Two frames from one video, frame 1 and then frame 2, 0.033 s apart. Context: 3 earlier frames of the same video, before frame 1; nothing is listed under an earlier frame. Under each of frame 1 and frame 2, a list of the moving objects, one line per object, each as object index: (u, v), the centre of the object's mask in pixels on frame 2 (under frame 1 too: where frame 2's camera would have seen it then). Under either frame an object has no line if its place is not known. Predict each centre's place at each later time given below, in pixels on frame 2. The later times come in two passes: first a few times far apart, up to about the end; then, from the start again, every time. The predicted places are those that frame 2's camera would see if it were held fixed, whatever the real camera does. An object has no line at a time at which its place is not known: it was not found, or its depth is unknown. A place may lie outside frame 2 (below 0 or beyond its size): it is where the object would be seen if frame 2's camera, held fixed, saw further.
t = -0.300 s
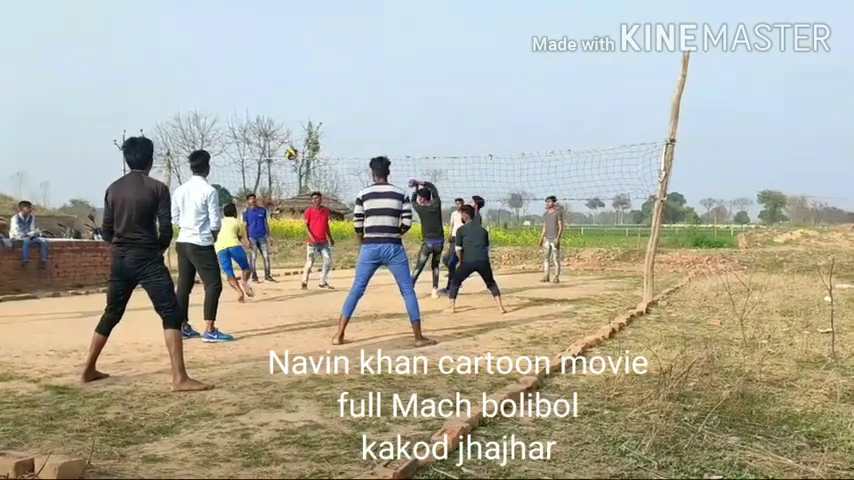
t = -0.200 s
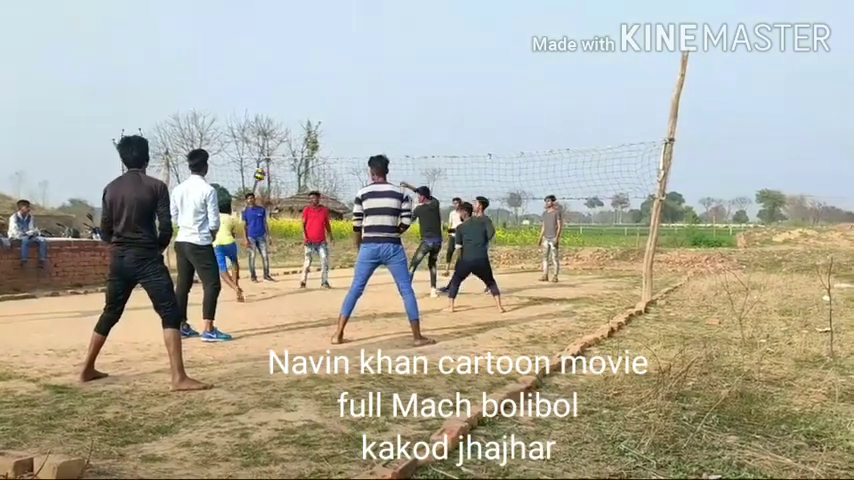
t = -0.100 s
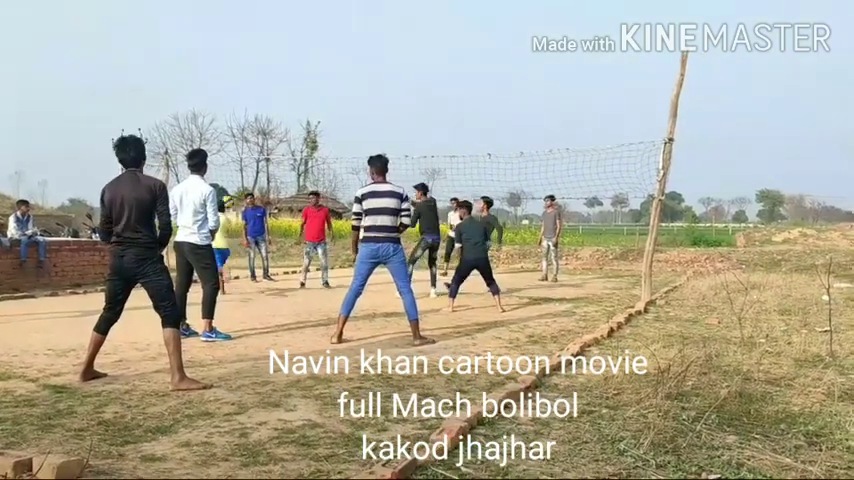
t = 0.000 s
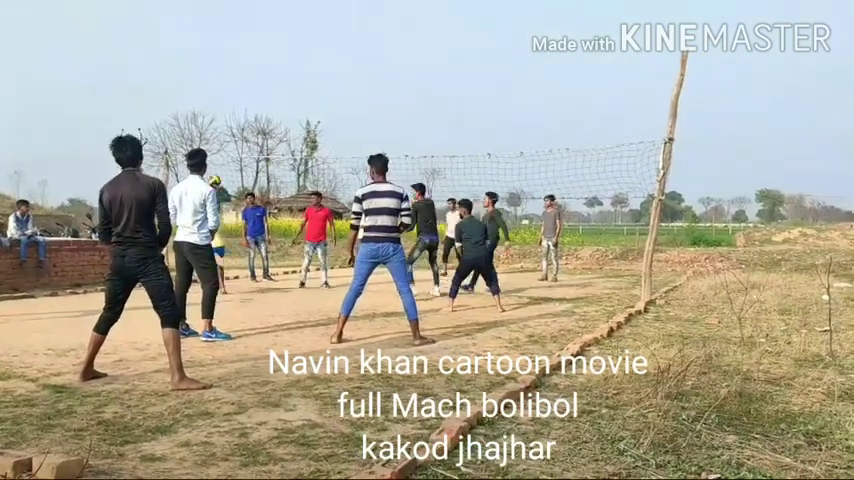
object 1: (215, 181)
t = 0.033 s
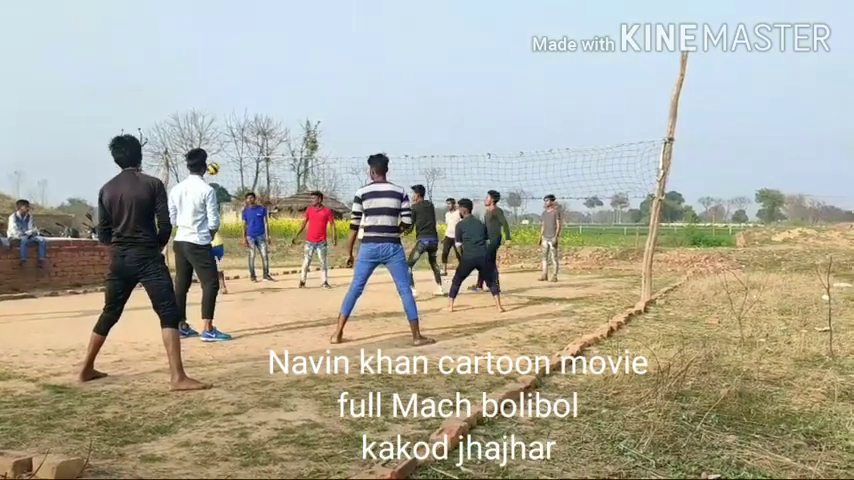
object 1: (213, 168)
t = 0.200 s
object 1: (200, 111)
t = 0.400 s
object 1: (187, 63)
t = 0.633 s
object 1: (168, 36)
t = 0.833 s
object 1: (151, 42)
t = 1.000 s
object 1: (135, 70)
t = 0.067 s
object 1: (211, 156)
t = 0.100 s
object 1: (208, 144)
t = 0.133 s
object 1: (206, 133)
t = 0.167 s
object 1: (203, 121)
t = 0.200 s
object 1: (200, 111)
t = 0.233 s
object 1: (198, 102)
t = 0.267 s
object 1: (196, 93)
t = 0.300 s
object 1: (194, 84)
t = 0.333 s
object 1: (191, 76)
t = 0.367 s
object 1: (189, 69)
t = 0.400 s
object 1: (187, 63)
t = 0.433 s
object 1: (183, 56)
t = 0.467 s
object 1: (181, 52)
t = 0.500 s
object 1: (179, 47)
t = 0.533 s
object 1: (176, 43)
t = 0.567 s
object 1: (173, 40)
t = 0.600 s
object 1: (171, 37)
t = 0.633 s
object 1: (168, 36)
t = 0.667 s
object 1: (165, 36)
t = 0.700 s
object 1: (162, 35)
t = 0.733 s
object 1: (159, 36)
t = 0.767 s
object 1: (157, 37)
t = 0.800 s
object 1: (153, 39)
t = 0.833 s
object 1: (151, 42)
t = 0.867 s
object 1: (147, 46)
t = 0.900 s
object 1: (144, 51)
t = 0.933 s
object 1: (141, 57)
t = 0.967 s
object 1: (138, 63)
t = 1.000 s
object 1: (135, 70)
